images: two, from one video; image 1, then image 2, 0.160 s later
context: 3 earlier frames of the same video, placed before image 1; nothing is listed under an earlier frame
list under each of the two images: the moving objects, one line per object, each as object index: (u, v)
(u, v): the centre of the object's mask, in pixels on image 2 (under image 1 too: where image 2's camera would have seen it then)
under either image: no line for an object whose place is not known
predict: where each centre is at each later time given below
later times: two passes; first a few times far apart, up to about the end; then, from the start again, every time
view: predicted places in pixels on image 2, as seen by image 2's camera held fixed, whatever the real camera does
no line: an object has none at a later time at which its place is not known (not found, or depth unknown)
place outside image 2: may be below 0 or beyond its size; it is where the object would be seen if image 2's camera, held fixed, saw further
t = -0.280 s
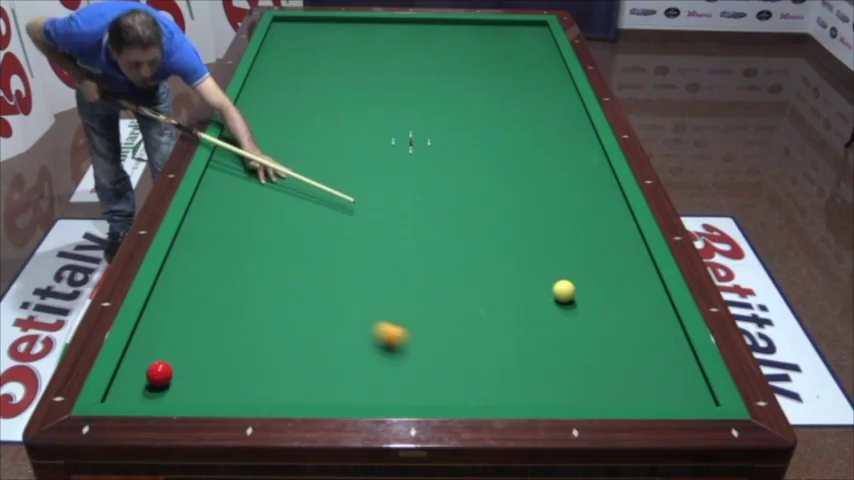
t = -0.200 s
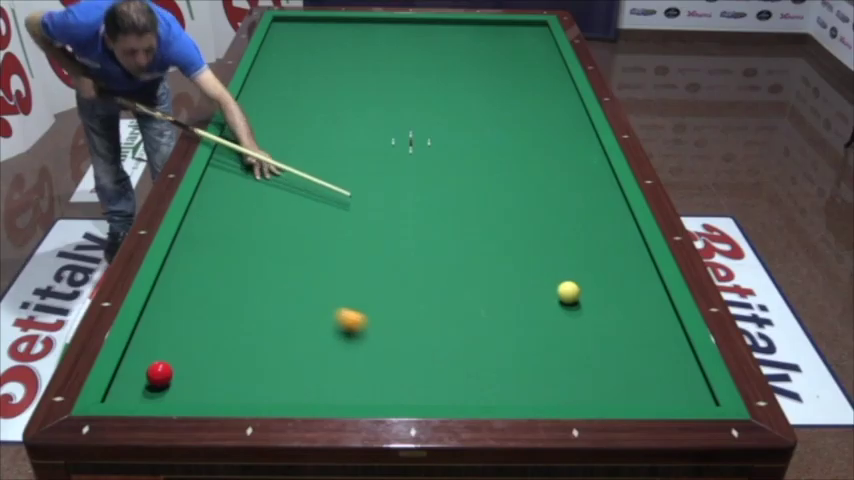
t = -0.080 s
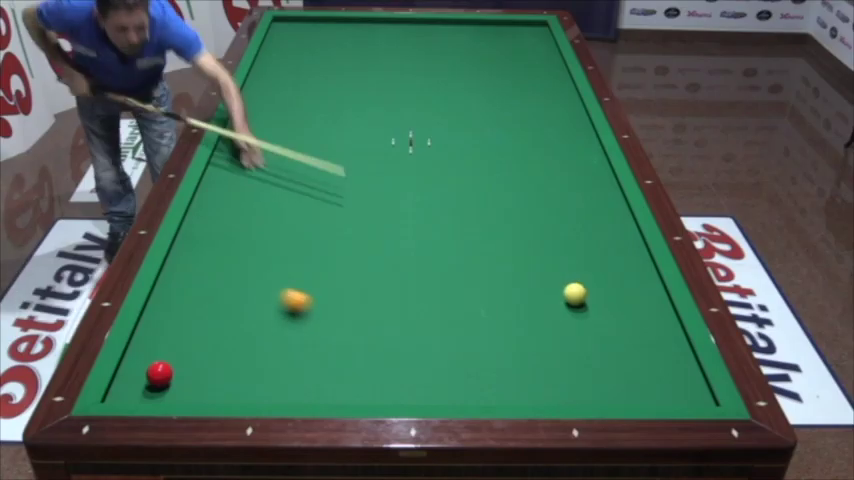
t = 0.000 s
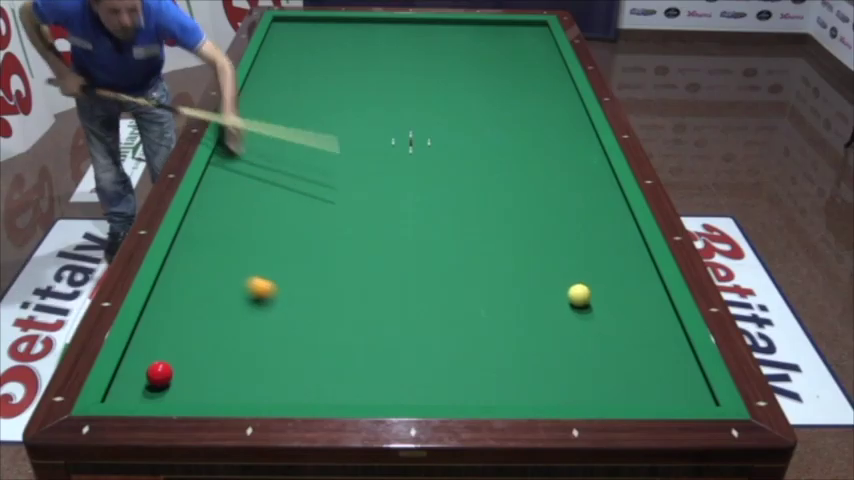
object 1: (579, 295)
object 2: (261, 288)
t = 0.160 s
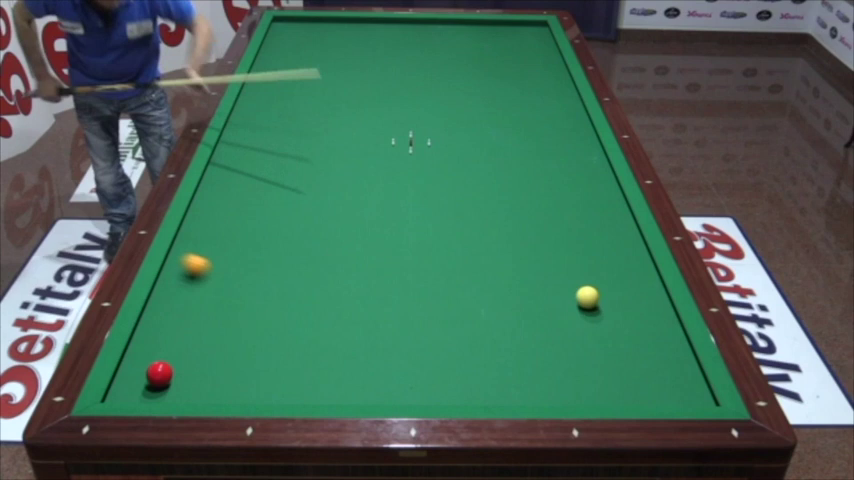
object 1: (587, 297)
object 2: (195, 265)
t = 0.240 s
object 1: (591, 298)
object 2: (185, 253)
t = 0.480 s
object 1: (603, 301)
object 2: (269, 216)
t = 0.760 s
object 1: (615, 304)
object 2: (335, 180)
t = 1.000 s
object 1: (624, 306)
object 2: (384, 153)
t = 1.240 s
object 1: (633, 308)
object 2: (427, 130)
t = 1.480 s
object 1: (641, 310)
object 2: (465, 109)
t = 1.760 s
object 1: (649, 312)
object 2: (503, 89)
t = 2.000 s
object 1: (654, 313)
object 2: (533, 72)
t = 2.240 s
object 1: (659, 315)
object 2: (556, 58)
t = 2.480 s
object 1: (663, 316)
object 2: (534, 47)
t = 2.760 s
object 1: (666, 316)
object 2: (514, 35)
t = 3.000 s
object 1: (667, 317)
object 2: (499, 26)
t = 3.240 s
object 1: (667, 317)
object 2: (490, 25)
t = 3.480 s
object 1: (667, 317)
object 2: (485, 29)
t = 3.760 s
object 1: (667, 317)
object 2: (479, 33)
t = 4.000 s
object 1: (667, 317)
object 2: (474, 38)
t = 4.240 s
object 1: (667, 317)
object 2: (469, 42)
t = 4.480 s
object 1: (667, 317)
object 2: (464, 46)
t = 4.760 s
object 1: (667, 317)
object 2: (459, 50)
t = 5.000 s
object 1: (667, 317)
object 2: (454, 54)
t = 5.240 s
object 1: (667, 317)
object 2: (450, 58)
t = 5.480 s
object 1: (667, 317)
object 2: (445, 62)
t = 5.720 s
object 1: (667, 317)
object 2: (441, 65)
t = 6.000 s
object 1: (667, 317)
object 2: (436, 69)
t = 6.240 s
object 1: (667, 317)
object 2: (432, 73)
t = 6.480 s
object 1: (667, 317)
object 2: (429, 76)
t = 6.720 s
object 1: (667, 317)
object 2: (425, 79)
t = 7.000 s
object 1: (667, 317)
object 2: (422, 83)
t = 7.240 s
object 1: (667, 317)
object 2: (419, 86)
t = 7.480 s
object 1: (667, 317)
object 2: (416, 89)
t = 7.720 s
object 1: (667, 317)
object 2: (414, 91)
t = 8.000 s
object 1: (667, 317)
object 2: (411, 94)
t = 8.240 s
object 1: (667, 317)
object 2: (409, 96)
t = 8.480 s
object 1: (667, 317)
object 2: (407, 98)
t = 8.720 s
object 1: (667, 317)
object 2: (405, 100)
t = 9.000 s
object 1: (667, 317)
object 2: (403, 102)
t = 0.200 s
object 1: (589, 297)
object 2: (180, 259)
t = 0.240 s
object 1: (591, 298)
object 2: (185, 253)
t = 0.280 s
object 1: (593, 299)
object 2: (201, 247)
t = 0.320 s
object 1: (595, 299)
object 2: (217, 240)
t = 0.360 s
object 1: (597, 299)
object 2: (231, 234)
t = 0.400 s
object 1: (599, 300)
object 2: (245, 228)
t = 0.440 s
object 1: (601, 300)
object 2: (258, 222)
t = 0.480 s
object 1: (603, 301)
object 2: (269, 216)
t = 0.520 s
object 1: (605, 301)
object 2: (279, 211)
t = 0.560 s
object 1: (606, 302)
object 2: (290, 205)
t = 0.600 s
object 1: (608, 302)
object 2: (299, 200)
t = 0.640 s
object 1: (610, 303)
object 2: (309, 195)
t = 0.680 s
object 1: (612, 303)
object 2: (318, 190)
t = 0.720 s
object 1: (613, 303)
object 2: (327, 185)
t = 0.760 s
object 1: (615, 304)
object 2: (335, 180)
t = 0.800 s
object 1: (616, 304)
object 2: (344, 176)
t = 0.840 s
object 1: (618, 305)
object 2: (352, 171)
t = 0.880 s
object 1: (620, 305)
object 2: (361, 166)
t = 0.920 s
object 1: (621, 306)
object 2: (369, 162)
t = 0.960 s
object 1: (623, 306)
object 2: (377, 157)
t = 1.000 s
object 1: (624, 306)
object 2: (384, 153)
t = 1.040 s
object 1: (626, 307)
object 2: (391, 149)
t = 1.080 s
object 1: (627, 307)
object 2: (399, 145)
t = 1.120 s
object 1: (629, 307)
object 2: (406, 141)
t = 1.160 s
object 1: (630, 307)
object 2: (414, 137)
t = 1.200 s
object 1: (631, 308)
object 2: (420, 134)
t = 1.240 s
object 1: (633, 308)
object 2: (427, 130)
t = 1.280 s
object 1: (634, 309)
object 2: (434, 126)
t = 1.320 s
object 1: (635, 309)
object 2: (440, 123)
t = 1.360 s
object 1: (637, 309)
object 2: (446, 120)
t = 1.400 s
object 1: (638, 310)
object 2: (453, 116)
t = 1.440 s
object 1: (639, 310)
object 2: (459, 113)
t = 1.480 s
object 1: (641, 310)
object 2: (465, 109)
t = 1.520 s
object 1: (642, 310)
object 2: (471, 106)
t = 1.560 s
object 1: (643, 311)
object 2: (477, 103)
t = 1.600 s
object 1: (644, 311)
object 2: (482, 100)
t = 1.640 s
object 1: (645, 311)
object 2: (487, 97)
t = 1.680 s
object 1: (647, 311)
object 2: (493, 94)
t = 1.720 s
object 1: (647, 312)
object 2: (498, 91)
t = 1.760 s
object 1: (649, 312)
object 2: (503, 89)
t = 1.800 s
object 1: (649, 312)
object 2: (509, 86)
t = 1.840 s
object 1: (650, 312)
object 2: (514, 83)
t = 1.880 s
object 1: (651, 313)
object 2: (519, 80)
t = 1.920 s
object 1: (652, 313)
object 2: (523, 78)
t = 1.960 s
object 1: (653, 313)
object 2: (528, 75)
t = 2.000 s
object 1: (654, 313)
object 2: (533, 72)
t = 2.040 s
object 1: (655, 314)
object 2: (538, 70)
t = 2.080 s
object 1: (656, 314)
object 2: (542, 67)
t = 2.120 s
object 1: (657, 314)
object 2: (547, 65)
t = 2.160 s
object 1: (658, 314)
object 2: (551, 63)
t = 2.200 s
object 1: (658, 314)
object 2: (555, 60)
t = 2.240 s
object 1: (659, 315)
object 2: (556, 58)
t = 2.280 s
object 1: (660, 315)
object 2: (552, 56)
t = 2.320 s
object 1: (660, 315)
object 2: (547, 54)
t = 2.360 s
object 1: (661, 315)
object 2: (544, 53)
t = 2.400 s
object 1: (662, 315)
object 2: (540, 51)
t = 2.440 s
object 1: (662, 316)
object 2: (537, 49)
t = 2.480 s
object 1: (663, 316)
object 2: (534, 47)
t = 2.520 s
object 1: (663, 316)
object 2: (531, 46)
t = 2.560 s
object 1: (664, 316)
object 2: (528, 44)
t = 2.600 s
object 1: (664, 316)
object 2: (526, 42)
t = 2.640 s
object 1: (665, 316)
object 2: (523, 40)
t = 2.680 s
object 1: (665, 316)
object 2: (520, 39)
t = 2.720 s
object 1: (665, 316)
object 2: (517, 37)
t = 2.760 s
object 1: (666, 316)
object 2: (514, 35)
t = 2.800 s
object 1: (666, 317)
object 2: (512, 34)
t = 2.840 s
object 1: (666, 317)
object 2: (509, 32)
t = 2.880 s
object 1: (667, 317)
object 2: (506, 31)
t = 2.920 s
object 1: (667, 317)
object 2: (504, 29)
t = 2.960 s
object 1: (667, 317)
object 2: (501, 27)
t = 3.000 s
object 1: (667, 317)
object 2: (499, 26)
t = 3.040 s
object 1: (667, 317)
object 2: (496, 24)
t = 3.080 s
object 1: (667, 317)
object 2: (494, 23)
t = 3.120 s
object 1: (667, 317)
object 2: (492, 22)
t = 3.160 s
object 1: (667, 317)
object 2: (491, 23)
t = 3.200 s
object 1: (667, 317)
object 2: (490, 24)
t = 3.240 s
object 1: (667, 317)
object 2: (490, 25)
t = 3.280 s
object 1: (667, 317)
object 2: (489, 25)
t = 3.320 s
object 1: (667, 317)
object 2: (488, 26)
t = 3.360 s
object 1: (667, 317)
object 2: (487, 27)
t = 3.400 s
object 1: (667, 317)
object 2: (486, 27)
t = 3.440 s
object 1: (667, 317)
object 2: (485, 28)
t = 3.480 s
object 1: (667, 317)
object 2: (485, 29)
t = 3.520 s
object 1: (667, 317)
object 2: (484, 29)
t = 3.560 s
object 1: (667, 317)
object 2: (483, 30)
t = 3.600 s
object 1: (667, 317)
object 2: (482, 31)
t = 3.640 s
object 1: (667, 317)
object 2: (481, 31)
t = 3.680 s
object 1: (667, 317)
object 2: (481, 32)
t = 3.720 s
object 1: (667, 317)
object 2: (480, 33)
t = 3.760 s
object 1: (667, 317)
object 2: (479, 33)
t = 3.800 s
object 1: (667, 317)
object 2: (478, 34)
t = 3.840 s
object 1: (667, 317)
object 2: (477, 35)
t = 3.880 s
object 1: (667, 317)
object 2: (477, 35)
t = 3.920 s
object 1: (667, 317)
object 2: (476, 36)
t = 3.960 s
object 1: (667, 317)
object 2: (475, 37)
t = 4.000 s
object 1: (667, 317)
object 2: (474, 38)
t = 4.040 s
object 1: (667, 317)
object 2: (473, 38)
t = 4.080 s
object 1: (667, 317)
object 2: (472, 39)
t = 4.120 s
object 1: (667, 317)
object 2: (471, 40)
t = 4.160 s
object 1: (667, 317)
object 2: (471, 40)
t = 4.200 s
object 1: (667, 317)
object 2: (470, 41)
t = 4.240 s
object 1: (667, 317)
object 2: (469, 42)
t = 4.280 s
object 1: (667, 317)
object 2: (468, 42)
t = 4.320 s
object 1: (667, 317)
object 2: (467, 43)
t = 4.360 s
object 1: (667, 317)
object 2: (466, 44)
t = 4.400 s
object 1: (667, 317)
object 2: (466, 44)
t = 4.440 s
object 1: (667, 317)
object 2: (465, 45)
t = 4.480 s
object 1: (667, 317)
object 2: (464, 46)
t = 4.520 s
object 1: (667, 317)
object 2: (463, 47)
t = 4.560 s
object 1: (667, 317)
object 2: (463, 47)
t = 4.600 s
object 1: (667, 317)
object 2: (462, 47)
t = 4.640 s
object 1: (667, 317)
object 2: (461, 48)
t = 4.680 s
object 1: (667, 317)
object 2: (460, 49)
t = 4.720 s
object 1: (667, 317)
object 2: (459, 50)
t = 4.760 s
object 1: (667, 317)
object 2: (459, 50)
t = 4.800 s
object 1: (667, 317)
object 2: (458, 51)
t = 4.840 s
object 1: (667, 317)
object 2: (457, 51)
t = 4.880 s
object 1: (667, 317)
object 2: (456, 52)
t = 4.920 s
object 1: (667, 317)
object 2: (456, 53)
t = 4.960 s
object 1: (667, 317)
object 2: (455, 54)
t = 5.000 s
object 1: (667, 317)
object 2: (454, 54)
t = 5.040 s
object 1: (667, 317)
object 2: (453, 55)
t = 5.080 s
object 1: (667, 317)
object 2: (452, 55)
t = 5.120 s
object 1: (667, 317)
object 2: (452, 56)
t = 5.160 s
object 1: (667, 317)
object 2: (451, 57)
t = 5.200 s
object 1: (667, 317)
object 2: (450, 57)
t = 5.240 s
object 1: (667, 317)
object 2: (450, 58)
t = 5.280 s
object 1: (667, 317)
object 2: (449, 59)
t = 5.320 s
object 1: (667, 317)
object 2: (448, 59)
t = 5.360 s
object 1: (667, 317)
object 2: (447, 60)
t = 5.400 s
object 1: (667, 317)
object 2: (446, 60)
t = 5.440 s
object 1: (667, 317)
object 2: (446, 61)
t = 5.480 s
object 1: (667, 317)
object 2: (445, 62)
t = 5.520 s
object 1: (667, 317)
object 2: (445, 62)
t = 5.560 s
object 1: (667, 317)
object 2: (444, 63)
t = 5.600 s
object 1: (667, 317)
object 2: (443, 64)
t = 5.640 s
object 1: (667, 317)
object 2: (442, 64)
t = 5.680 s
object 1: (667, 317)
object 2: (441, 65)
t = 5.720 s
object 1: (667, 317)
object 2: (441, 65)
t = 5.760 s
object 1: (667, 317)
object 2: (440, 66)
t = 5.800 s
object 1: (667, 317)
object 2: (440, 66)
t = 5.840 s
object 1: (667, 317)
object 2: (439, 67)
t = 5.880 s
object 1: (667, 317)
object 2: (438, 67)
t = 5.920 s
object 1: (667, 317)
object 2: (437, 68)
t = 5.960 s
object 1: (667, 317)
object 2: (437, 69)
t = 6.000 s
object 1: (667, 317)
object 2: (436, 69)
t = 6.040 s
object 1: (667, 317)
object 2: (435, 70)
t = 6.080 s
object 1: (667, 317)
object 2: (435, 71)
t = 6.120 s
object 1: (667, 317)
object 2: (434, 71)
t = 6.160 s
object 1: (667, 317)
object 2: (434, 72)
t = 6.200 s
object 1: (667, 317)
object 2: (433, 72)
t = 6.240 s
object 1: (667, 317)
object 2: (432, 73)
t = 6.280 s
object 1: (667, 317)
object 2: (432, 73)
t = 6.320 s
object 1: (667, 317)
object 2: (431, 74)
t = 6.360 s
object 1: (667, 317)
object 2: (430, 74)
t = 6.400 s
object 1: (667, 317)
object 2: (430, 75)
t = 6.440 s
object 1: (667, 317)
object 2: (429, 75)
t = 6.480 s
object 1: (667, 317)
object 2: (429, 76)
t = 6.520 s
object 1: (667, 317)
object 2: (428, 76)
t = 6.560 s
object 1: (667, 317)
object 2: (428, 77)
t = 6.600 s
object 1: (667, 317)
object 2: (427, 78)
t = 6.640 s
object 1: (667, 317)
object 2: (426, 78)
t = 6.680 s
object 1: (667, 317)
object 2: (426, 79)
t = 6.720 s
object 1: (667, 317)
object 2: (425, 79)
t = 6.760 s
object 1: (667, 317)
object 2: (425, 80)
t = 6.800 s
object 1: (667, 317)
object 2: (424, 80)
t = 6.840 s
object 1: (667, 317)
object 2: (424, 80)
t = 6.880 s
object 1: (667, 317)
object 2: (423, 81)
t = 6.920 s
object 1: (667, 317)
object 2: (423, 82)
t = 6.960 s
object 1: (667, 317)
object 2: (422, 82)
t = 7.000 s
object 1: (667, 317)
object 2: (422, 83)
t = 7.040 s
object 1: (667, 317)
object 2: (421, 83)
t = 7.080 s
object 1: (667, 317)
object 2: (421, 84)
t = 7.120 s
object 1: (667, 317)
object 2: (420, 84)
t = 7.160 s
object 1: (667, 317)
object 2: (420, 85)
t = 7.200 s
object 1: (667, 317)
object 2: (419, 85)
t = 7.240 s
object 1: (667, 317)
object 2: (419, 86)
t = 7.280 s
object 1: (667, 317)
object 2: (418, 86)
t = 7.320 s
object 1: (667, 317)
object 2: (418, 87)
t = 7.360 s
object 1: (667, 317)
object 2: (417, 87)
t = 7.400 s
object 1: (667, 317)
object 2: (417, 88)
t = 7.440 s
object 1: (667, 317)
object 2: (417, 88)
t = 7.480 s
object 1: (667, 317)
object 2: (416, 89)
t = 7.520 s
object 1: (667, 317)
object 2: (416, 89)
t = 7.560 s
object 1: (667, 317)
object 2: (415, 89)
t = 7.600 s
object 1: (667, 317)
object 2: (415, 90)
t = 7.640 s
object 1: (667, 317)
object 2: (414, 90)
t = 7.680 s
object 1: (667, 317)
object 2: (414, 91)
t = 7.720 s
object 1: (667, 317)
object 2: (414, 91)
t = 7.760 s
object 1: (667, 317)
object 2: (414, 92)
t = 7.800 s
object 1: (667, 317)
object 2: (413, 92)
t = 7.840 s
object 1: (667, 317)
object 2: (413, 93)
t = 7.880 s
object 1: (667, 317)
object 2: (412, 93)
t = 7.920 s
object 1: (667, 317)
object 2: (412, 93)
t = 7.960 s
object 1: (667, 317)
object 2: (411, 94)
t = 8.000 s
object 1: (667, 317)
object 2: (411, 94)
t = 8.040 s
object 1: (667, 317)
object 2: (411, 94)
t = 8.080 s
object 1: (667, 317)
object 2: (410, 95)
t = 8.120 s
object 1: (667, 317)
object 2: (410, 95)
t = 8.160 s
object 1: (667, 317)
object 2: (410, 95)
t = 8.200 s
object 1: (667, 317)
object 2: (409, 96)
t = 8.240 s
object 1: (667, 317)
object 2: (409, 96)
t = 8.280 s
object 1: (667, 317)
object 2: (409, 96)
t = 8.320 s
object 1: (667, 317)
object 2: (408, 97)
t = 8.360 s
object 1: (667, 317)
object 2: (408, 97)
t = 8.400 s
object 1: (667, 317)
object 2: (408, 98)
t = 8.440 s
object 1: (667, 317)
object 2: (407, 98)
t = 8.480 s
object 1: (667, 317)
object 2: (407, 98)
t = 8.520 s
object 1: (667, 317)
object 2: (407, 99)
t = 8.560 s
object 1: (667, 317)
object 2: (406, 99)
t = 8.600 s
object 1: (667, 317)
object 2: (406, 99)
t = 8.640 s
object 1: (667, 317)
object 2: (406, 99)
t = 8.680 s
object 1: (667, 317)
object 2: (406, 100)
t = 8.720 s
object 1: (667, 317)
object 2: (405, 100)
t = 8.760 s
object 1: (667, 317)
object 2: (405, 100)
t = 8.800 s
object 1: (667, 317)
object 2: (405, 101)
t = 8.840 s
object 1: (667, 317)
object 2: (404, 101)
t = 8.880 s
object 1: (667, 317)
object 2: (404, 101)
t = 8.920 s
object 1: (667, 317)
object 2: (404, 101)
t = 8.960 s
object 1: (667, 317)
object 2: (403, 102)
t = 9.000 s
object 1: (667, 317)
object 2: (403, 102)
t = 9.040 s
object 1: (667, 317)
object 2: (403, 102)
